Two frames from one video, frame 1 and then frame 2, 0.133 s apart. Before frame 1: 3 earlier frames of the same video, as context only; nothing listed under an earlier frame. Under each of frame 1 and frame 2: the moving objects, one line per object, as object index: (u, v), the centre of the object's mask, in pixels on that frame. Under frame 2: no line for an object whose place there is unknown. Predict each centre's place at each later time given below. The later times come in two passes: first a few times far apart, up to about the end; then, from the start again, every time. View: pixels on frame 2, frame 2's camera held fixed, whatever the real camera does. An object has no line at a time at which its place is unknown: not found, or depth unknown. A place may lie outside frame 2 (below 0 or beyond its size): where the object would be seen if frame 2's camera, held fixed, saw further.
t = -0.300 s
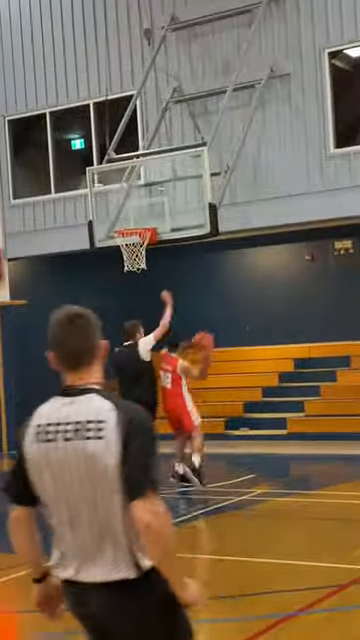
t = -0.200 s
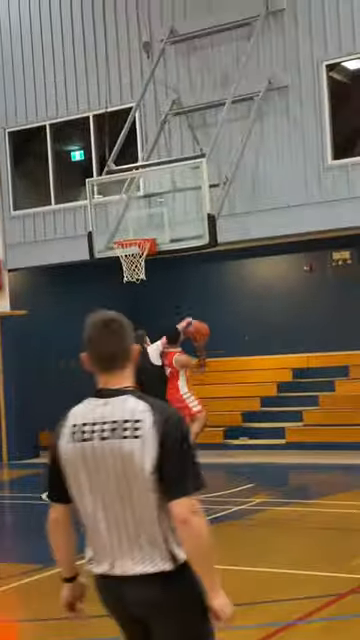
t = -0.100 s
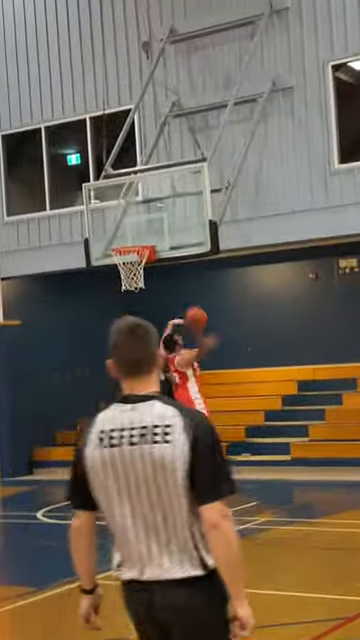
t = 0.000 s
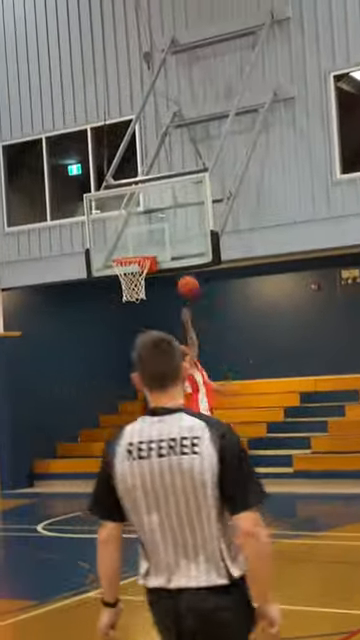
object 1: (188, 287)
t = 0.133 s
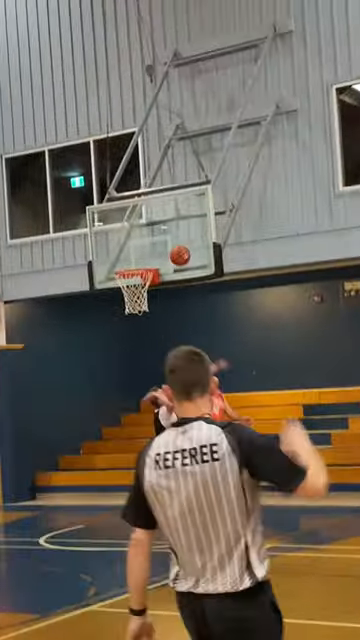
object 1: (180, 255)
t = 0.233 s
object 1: (172, 233)
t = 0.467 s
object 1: (153, 222)
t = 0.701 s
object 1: (130, 261)
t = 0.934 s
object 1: (129, 261)
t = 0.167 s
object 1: (177, 245)
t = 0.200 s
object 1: (174, 239)
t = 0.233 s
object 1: (172, 233)
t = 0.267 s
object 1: (170, 228)
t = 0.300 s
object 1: (168, 224)
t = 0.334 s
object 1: (166, 221)
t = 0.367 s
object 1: (164, 219)
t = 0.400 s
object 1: (162, 219)
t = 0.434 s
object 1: (157, 220)
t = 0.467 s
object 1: (153, 222)
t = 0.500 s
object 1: (150, 225)
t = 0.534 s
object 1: (146, 228)
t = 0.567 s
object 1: (143, 233)
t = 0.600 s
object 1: (140, 239)
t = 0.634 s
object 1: (136, 246)
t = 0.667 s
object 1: (133, 253)
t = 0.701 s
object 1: (130, 261)
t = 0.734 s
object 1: (130, 260)
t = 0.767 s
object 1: (129, 258)
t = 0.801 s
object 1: (129, 257)
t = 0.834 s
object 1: (129, 257)
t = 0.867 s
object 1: (129, 258)
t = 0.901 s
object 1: (129, 259)
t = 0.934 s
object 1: (129, 261)
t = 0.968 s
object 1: (129, 264)
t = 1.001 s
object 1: (129, 269)
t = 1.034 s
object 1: (130, 272)
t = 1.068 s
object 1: (129, 272)
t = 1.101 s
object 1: (130, 275)
